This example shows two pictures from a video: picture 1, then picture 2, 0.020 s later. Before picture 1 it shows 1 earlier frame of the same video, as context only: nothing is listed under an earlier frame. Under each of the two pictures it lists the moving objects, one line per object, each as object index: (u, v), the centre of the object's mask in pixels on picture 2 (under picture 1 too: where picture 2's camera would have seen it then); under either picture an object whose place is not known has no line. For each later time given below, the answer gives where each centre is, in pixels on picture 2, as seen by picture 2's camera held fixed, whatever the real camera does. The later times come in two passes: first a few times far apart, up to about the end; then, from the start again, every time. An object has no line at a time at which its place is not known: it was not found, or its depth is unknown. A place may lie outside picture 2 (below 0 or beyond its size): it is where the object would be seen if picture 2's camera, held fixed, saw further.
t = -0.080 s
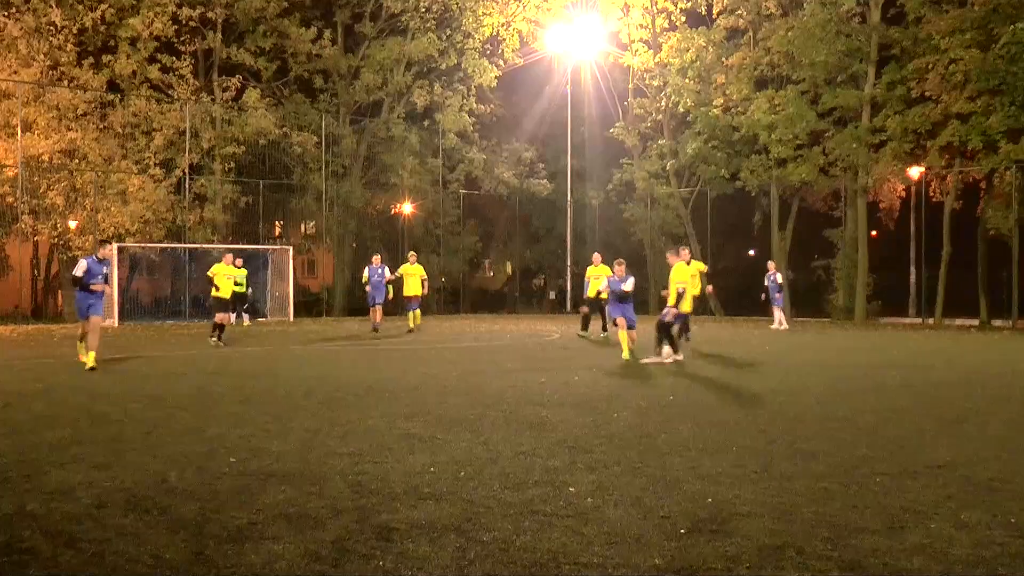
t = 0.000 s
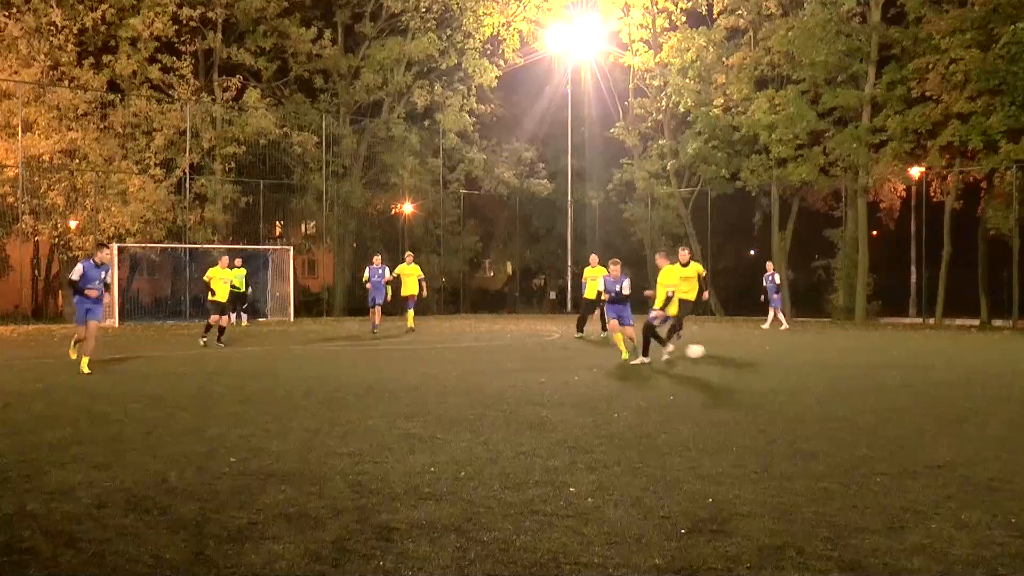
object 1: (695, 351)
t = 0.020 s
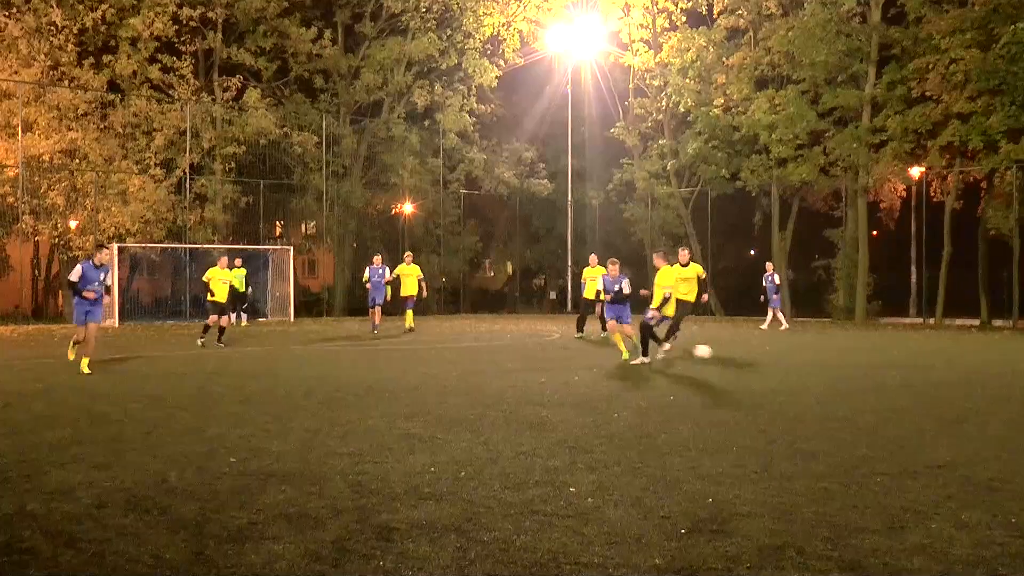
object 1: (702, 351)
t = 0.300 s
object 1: (797, 358)
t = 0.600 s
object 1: (898, 361)
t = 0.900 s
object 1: (1010, 368)
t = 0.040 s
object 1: (710, 352)
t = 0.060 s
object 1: (718, 353)
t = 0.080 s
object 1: (724, 354)
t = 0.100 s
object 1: (731, 355)
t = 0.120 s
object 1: (737, 354)
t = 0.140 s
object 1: (744, 355)
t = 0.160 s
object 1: (751, 355)
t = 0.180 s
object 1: (758, 356)
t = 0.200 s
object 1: (764, 356)
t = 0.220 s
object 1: (770, 356)
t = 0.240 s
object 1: (777, 356)
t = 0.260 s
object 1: (783, 357)
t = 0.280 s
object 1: (790, 358)
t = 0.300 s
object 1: (797, 358)
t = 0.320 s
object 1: (802, 357)
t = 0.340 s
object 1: (809, 358)
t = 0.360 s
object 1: (815, 358)
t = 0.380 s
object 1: (823, 359)
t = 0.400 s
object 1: (829, 359)
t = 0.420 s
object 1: (835, 359)
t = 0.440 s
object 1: (841, 359)
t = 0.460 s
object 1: (846, 359)
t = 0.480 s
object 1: (854, 359)
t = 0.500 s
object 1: (862, 360)
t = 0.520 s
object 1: (869, 361)
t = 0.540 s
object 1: (876, 361)
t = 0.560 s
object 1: (883, 361)
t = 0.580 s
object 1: (890, 361)
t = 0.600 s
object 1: (898, 361)
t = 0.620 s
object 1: (905, 362)
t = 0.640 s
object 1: (912, 363)
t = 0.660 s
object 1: (920, 363)
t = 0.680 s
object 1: (927, 363)
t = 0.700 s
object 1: (934, 363)
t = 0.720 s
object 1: (942, 363)
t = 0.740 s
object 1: (949, 364)
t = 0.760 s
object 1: (957, 365)
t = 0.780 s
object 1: (964, 366)
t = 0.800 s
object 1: (971, 366)
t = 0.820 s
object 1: (979, 366)
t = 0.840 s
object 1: (986, 366)
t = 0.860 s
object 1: (994, 366)
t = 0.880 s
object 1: (1002, 368)
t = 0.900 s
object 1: (1010, 368)
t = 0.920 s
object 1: (1017, 368)
